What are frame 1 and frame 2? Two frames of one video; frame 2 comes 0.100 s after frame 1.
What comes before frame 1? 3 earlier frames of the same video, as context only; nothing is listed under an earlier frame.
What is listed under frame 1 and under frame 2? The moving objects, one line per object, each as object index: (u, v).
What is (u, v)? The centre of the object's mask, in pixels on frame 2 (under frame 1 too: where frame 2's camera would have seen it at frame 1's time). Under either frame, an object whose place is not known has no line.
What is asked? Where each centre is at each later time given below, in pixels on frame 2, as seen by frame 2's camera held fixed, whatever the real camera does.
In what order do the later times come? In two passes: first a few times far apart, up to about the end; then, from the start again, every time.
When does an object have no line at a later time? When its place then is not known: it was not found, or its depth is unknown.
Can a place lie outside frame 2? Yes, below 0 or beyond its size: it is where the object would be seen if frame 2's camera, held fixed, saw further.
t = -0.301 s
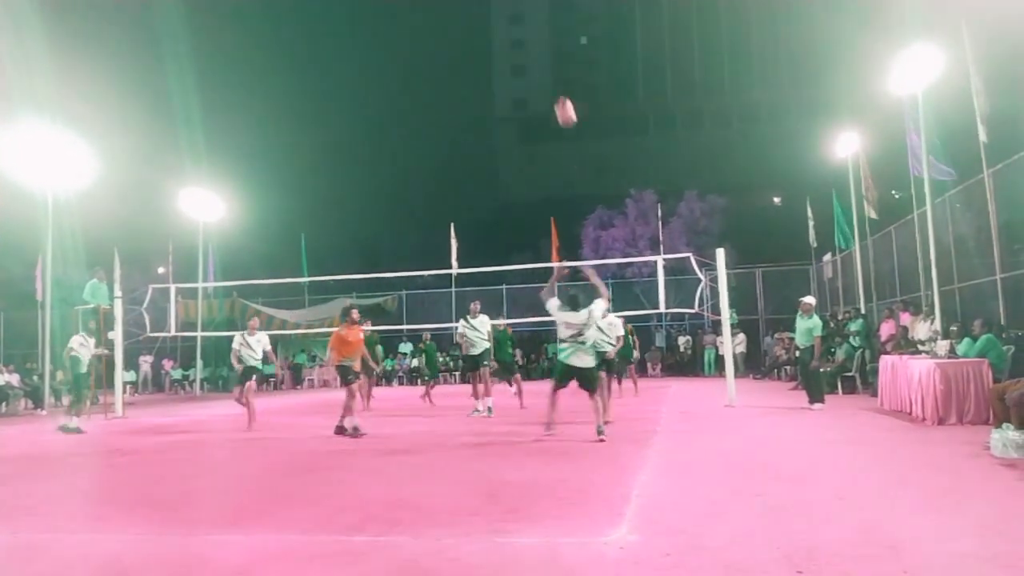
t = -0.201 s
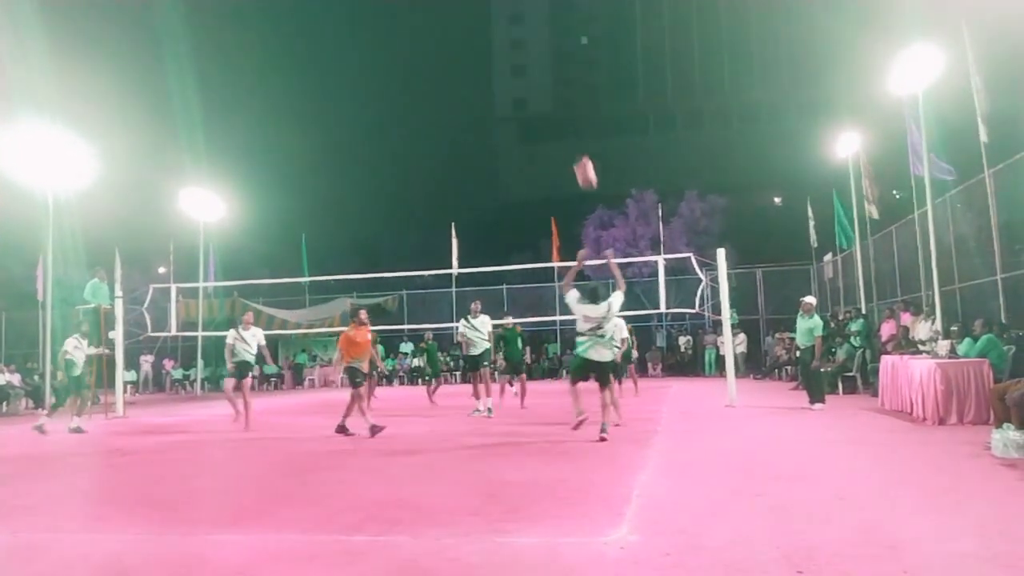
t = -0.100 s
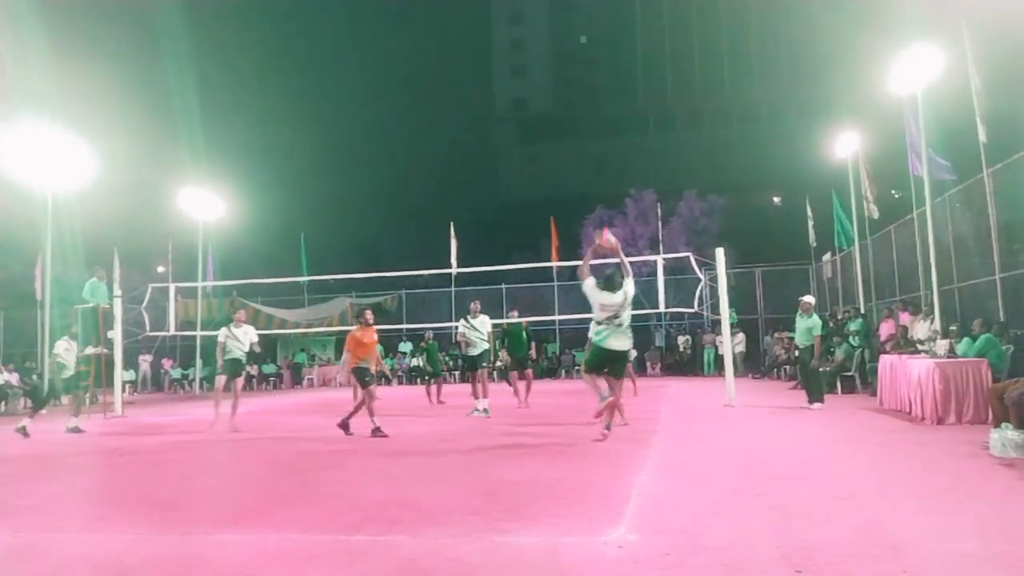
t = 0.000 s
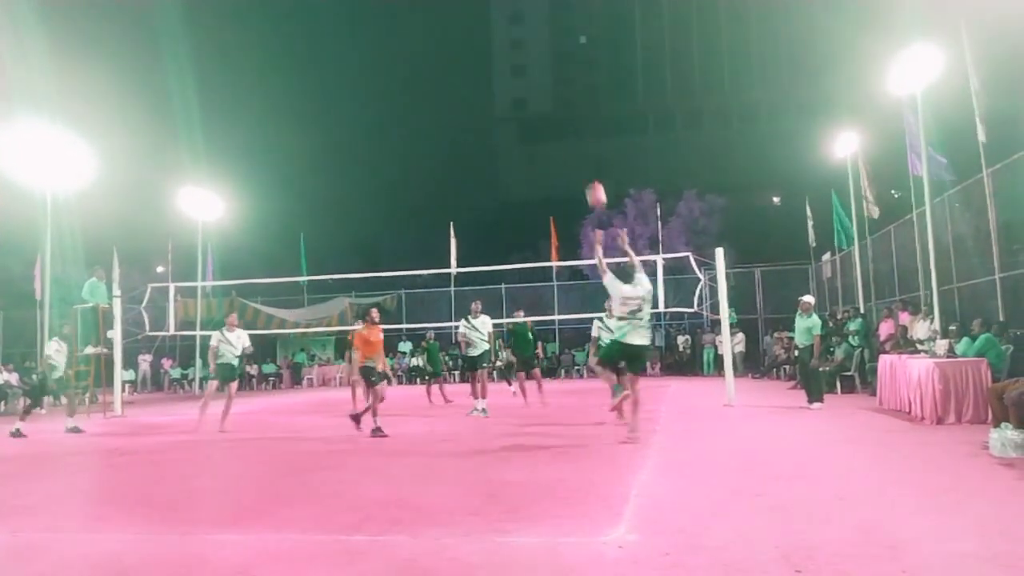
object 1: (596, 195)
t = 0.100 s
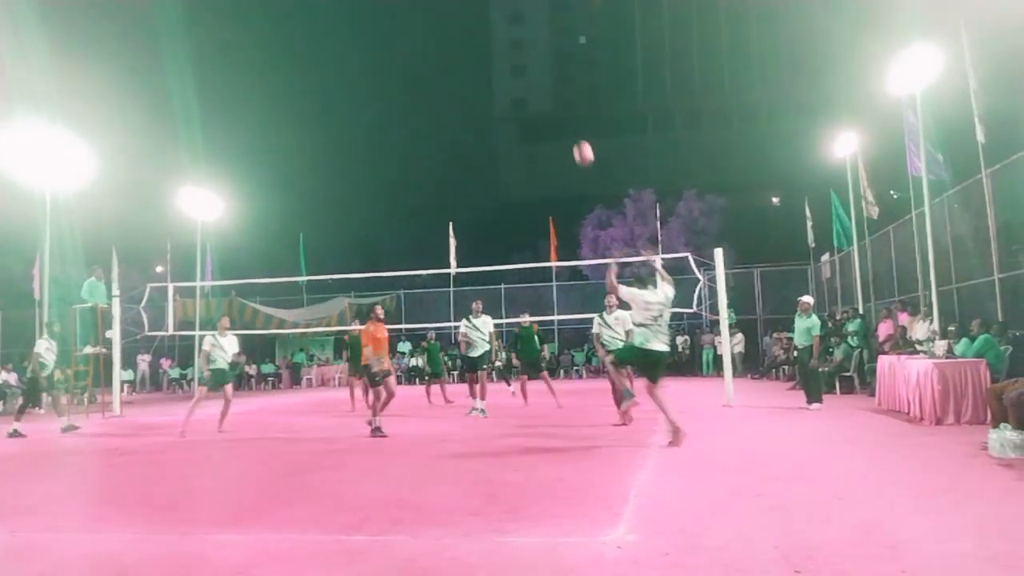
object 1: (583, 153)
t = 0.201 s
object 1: (572, 122)
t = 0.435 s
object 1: (551, 81)
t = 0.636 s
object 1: (536, 80)
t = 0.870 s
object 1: (523, 112)
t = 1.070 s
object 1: (514, 164)
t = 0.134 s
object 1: (579, 142)
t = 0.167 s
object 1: (576, 132)
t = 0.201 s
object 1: (572, 122)
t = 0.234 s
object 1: (569, 113)
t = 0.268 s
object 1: (566, 106)
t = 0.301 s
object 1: (563, 99)
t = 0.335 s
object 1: (560, 93)
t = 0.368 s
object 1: (557, 88)
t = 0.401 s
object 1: (554, 84)
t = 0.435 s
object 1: (551, 81)
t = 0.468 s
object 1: (549, 79)
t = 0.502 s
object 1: (546, 78)
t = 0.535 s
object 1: (544, 77)
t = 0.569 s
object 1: (542, 77)
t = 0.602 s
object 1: (539, 78)
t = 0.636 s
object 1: (536, 80)
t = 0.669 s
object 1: (534, 83)
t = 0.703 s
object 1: (532, 86)
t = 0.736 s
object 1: (531, 90)
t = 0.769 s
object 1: (529, 94)
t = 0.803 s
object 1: (527, 100)
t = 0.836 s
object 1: (525, 106)
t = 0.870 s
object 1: (523, 112)
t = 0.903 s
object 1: (521, 120)
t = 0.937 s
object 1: (520, 128)
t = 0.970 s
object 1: (518, 136)
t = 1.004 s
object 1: (516, 145)
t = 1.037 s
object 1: (515, 154)
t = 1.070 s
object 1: (514, 164)
